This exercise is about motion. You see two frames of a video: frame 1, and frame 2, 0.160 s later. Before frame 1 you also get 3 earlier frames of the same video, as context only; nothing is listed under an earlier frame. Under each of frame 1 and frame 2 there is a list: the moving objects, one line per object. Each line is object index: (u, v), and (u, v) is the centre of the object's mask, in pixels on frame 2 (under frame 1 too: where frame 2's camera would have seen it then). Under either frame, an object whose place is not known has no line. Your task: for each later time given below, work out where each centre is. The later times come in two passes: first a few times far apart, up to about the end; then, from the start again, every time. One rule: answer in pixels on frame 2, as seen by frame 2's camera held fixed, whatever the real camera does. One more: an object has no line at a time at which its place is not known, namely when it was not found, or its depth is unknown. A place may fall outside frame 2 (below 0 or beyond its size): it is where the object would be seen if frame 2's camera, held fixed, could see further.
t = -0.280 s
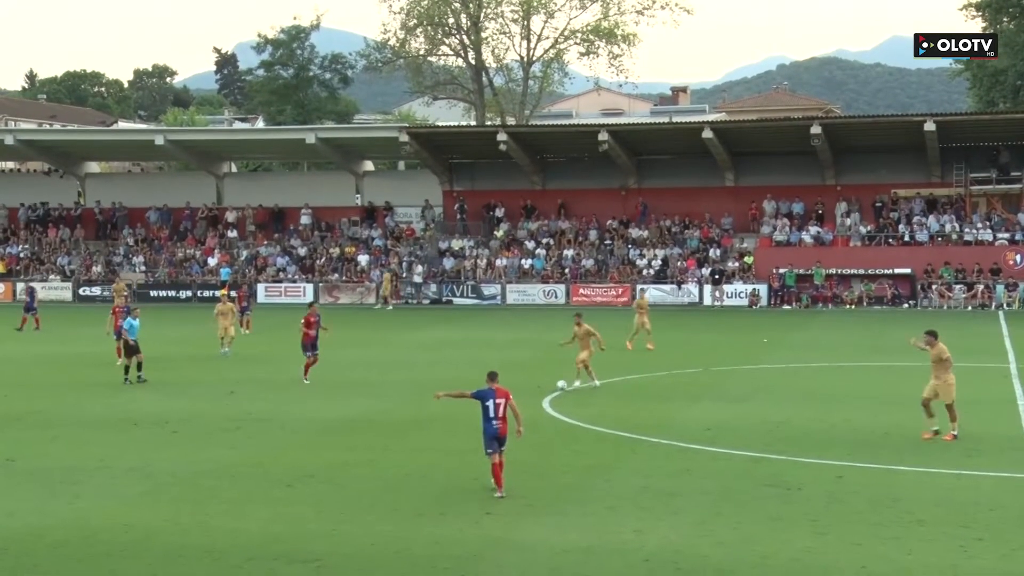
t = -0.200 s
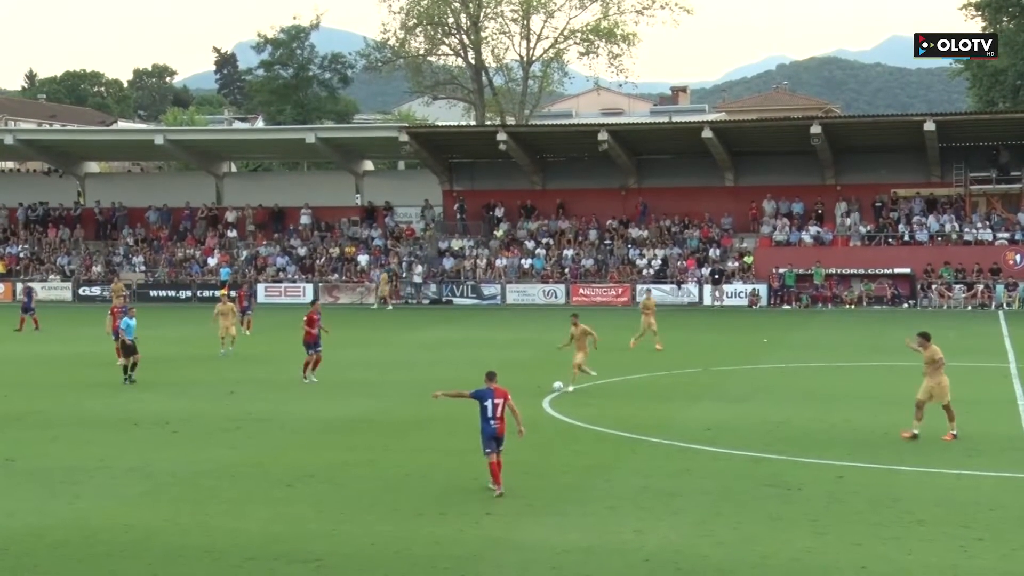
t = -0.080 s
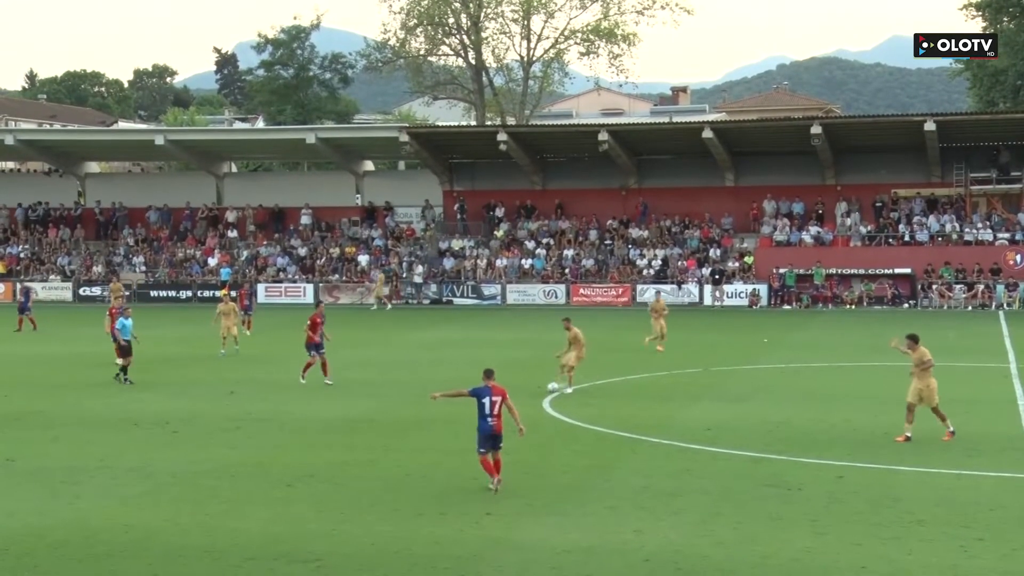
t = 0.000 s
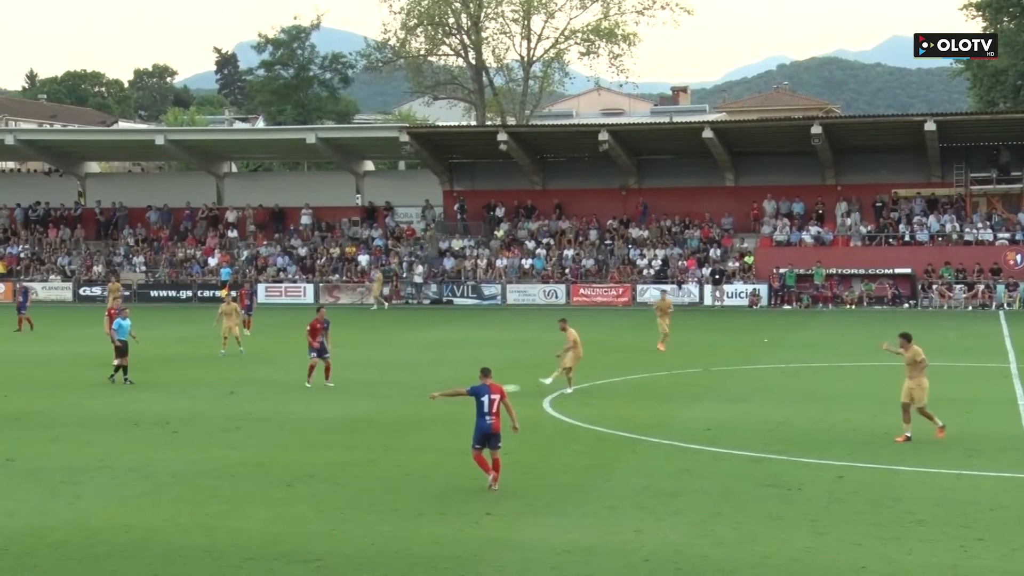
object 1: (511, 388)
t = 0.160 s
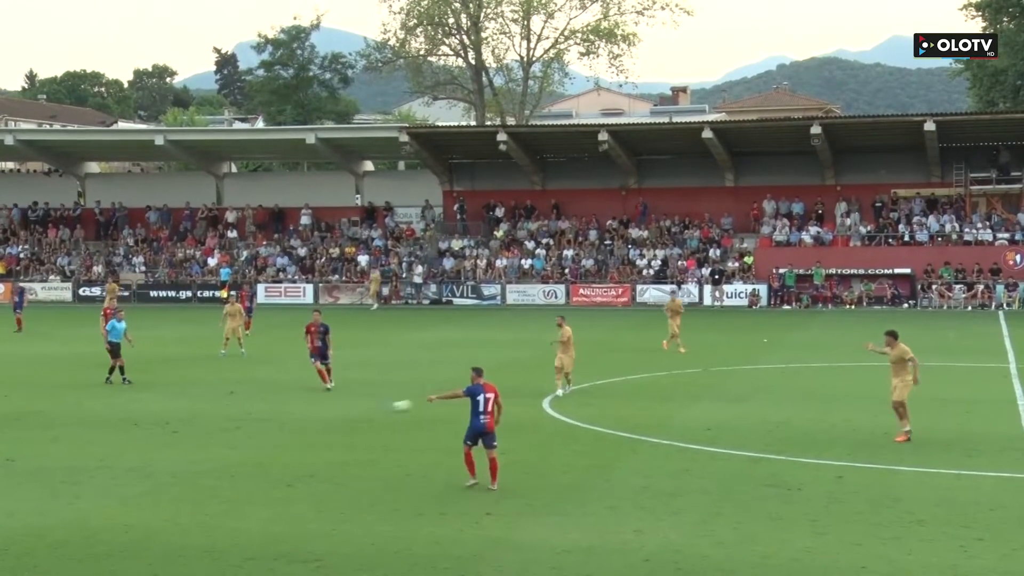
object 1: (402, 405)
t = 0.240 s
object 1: (349, 408)
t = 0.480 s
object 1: (175, 430)
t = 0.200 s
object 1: (375, 407)
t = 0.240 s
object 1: (349, 408)
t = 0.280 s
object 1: (320, 412)
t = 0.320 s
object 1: (292, 416)
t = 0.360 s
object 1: (262, 421)
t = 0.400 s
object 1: (234, 426)
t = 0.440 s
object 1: (206, 428)
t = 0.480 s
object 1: (175, 430)
